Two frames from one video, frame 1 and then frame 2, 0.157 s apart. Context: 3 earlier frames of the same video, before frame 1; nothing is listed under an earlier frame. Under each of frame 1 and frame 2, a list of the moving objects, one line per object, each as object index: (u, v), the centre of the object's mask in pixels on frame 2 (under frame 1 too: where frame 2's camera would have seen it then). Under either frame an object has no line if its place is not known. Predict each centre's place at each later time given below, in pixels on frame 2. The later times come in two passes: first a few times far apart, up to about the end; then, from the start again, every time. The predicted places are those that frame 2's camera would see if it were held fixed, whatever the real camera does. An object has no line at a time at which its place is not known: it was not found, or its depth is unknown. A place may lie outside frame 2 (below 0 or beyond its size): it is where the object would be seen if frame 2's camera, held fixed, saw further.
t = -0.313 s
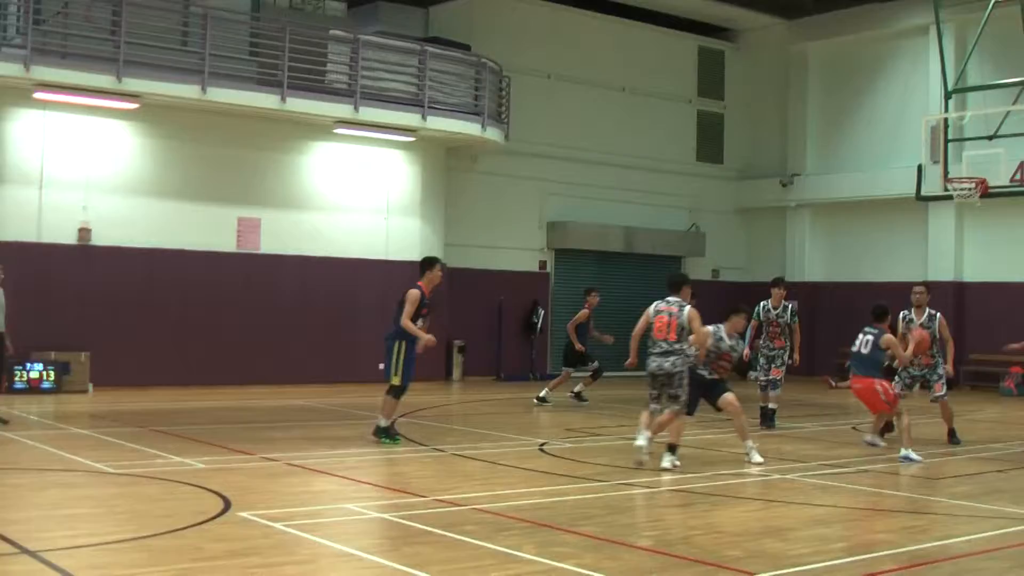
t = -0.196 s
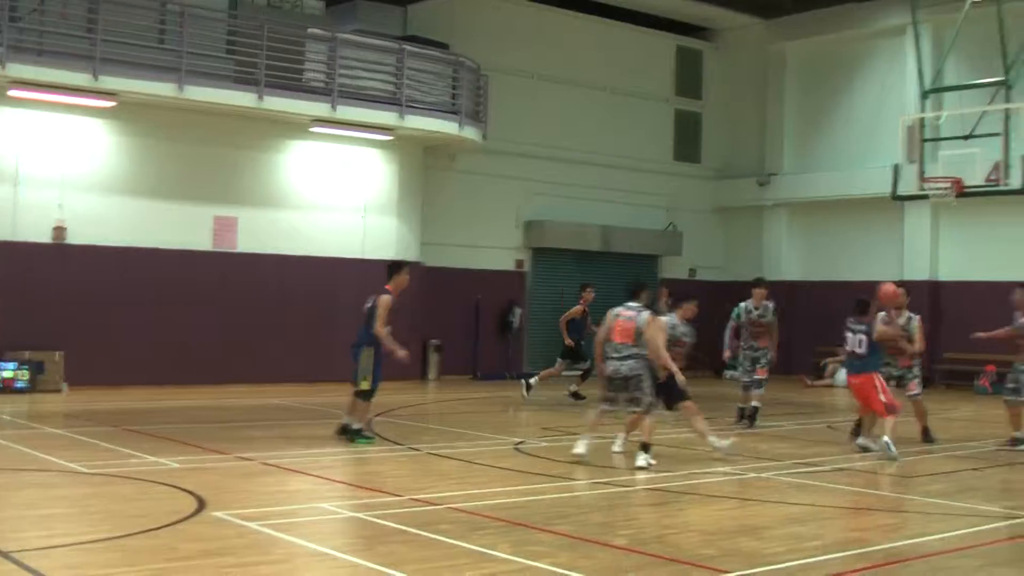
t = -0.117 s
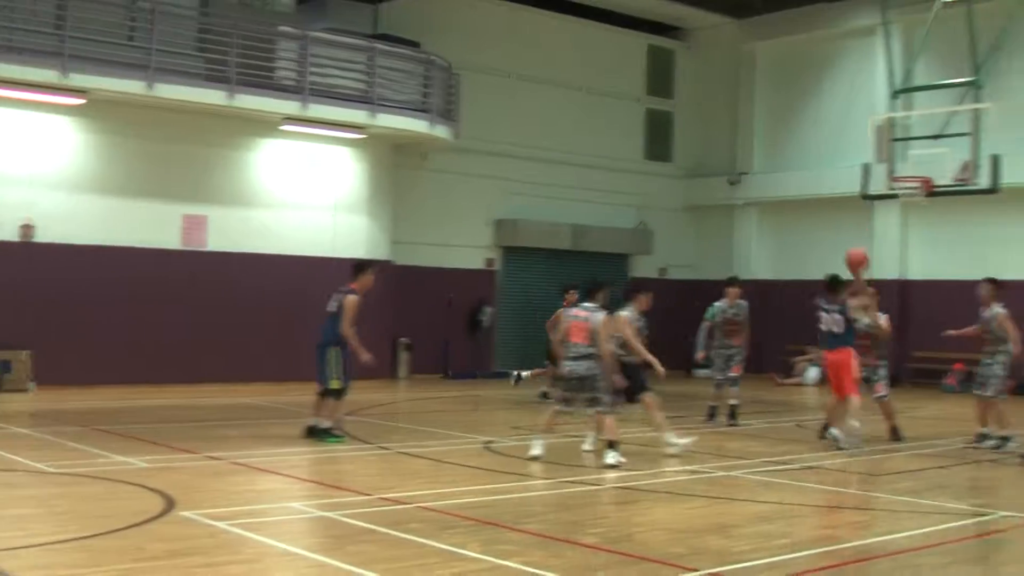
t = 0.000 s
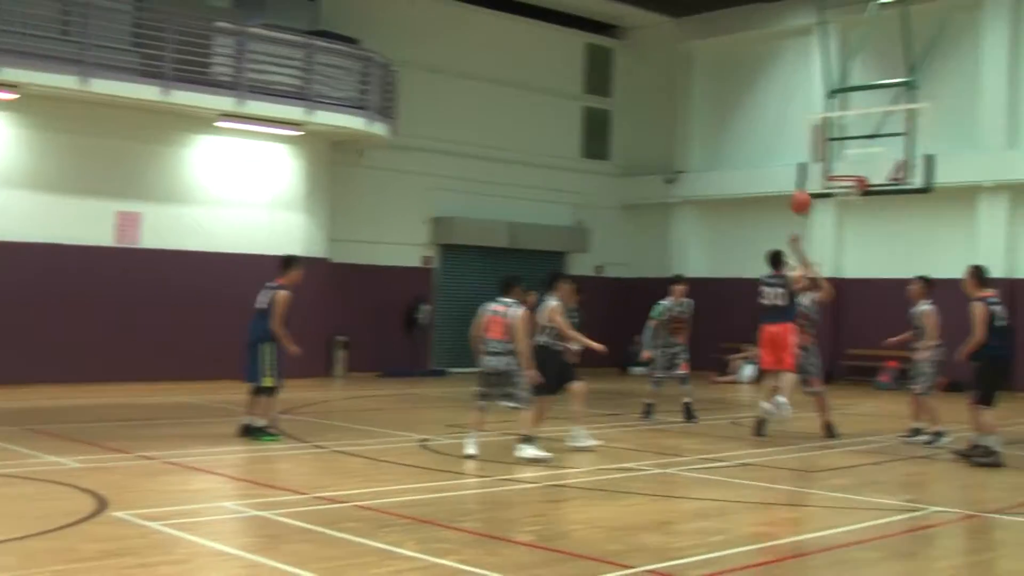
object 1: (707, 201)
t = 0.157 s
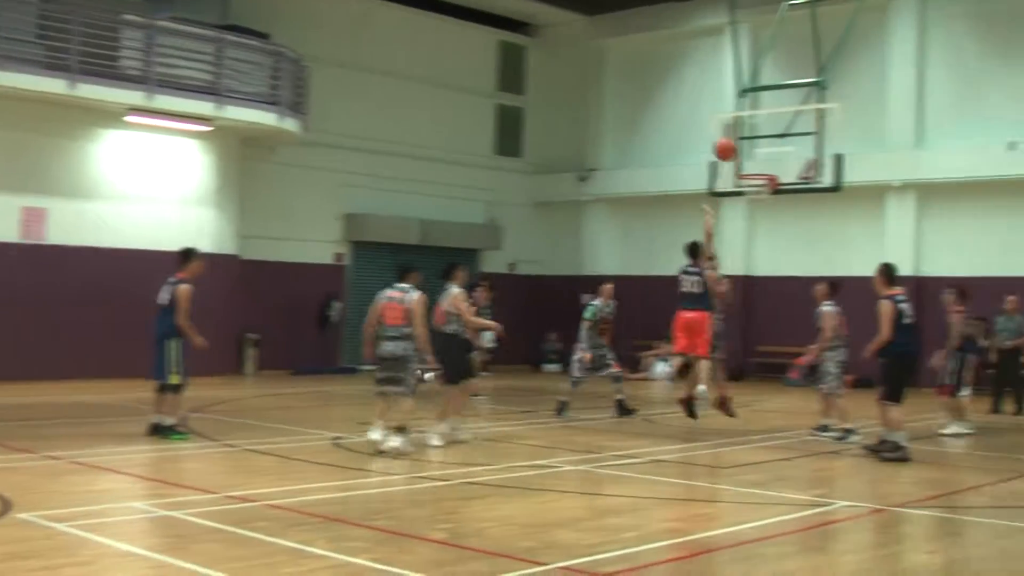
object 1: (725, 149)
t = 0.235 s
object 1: (731, 133)
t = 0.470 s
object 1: (747, 121)
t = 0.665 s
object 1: (756, 144)
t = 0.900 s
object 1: (763, 144)
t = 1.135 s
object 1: (758, 128)
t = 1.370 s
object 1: (750, 157)
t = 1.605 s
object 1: (756, 151)
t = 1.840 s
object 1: (766, 163)
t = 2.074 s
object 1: (760, 203)
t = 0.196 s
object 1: (728, 141)
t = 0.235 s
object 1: (731, 133)
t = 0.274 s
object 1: (734, 127)
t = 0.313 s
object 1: (739, 123)
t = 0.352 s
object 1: (741, 121)
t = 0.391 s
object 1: (743, 119)
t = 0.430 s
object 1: (745, 119)
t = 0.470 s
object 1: (747, 121)
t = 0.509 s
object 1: (749, 122)
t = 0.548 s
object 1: (751, 127)
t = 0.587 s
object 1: (752, 130)
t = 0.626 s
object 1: (754, 137)
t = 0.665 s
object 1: (756, 144)
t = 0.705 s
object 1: (758, 153)
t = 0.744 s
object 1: (760, 162)
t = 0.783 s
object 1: (762, 168)
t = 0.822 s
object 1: (762, 159)
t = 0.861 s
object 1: (762, 151)
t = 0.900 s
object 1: (763, 144)
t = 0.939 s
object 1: (764, 138)
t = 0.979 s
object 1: (762, 134)
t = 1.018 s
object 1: (762, 130)
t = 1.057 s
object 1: (761, 129)
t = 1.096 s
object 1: (759, 128)
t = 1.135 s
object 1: (758, 128)
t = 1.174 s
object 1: (757, 129)
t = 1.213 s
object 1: (755, 132)
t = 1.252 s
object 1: (754, 137)
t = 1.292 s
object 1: (753, 143)
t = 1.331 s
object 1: (752, 149)
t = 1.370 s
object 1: (750, 157)
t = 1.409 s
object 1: (749, 166)
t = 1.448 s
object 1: (750, 165)
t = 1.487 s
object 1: (751, 160)
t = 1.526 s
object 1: (753, 155)
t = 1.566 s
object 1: (755, 153)
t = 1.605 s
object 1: (756, 151)
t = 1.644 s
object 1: (758, 150)
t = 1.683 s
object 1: (760, 150)
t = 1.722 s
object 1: (761, 151)
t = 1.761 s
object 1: (763, 154)
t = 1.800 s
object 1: (764, 158)
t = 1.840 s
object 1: (766, 163)
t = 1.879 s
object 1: (767, 169)
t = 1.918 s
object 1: (768, 174)
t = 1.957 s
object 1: (762, 182)
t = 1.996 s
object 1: (763, 185)
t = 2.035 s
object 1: (761, 196)
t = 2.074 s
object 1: (760, 203)
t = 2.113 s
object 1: (757, 214)
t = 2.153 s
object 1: (755, 225)
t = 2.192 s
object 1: (753, 236)
